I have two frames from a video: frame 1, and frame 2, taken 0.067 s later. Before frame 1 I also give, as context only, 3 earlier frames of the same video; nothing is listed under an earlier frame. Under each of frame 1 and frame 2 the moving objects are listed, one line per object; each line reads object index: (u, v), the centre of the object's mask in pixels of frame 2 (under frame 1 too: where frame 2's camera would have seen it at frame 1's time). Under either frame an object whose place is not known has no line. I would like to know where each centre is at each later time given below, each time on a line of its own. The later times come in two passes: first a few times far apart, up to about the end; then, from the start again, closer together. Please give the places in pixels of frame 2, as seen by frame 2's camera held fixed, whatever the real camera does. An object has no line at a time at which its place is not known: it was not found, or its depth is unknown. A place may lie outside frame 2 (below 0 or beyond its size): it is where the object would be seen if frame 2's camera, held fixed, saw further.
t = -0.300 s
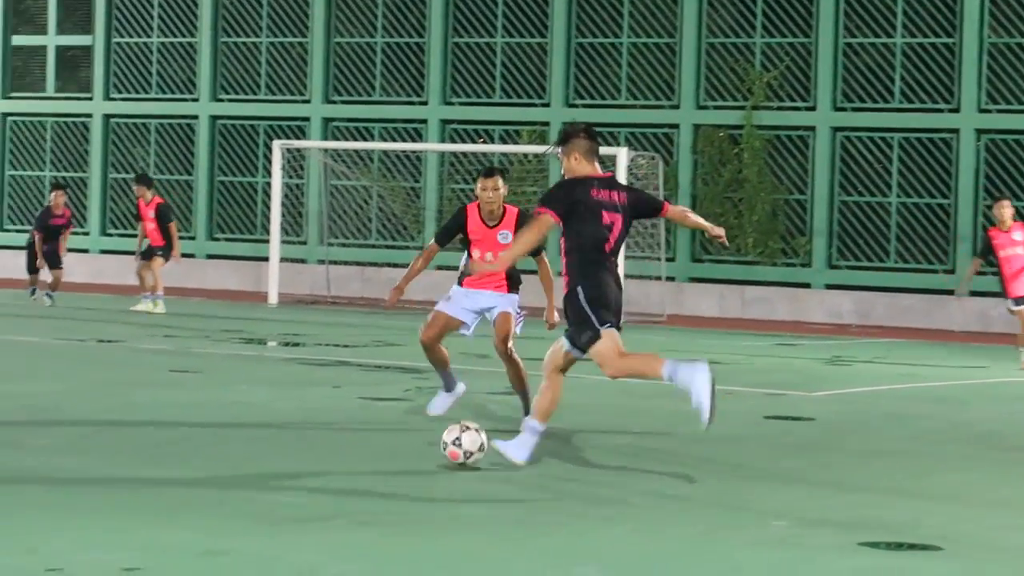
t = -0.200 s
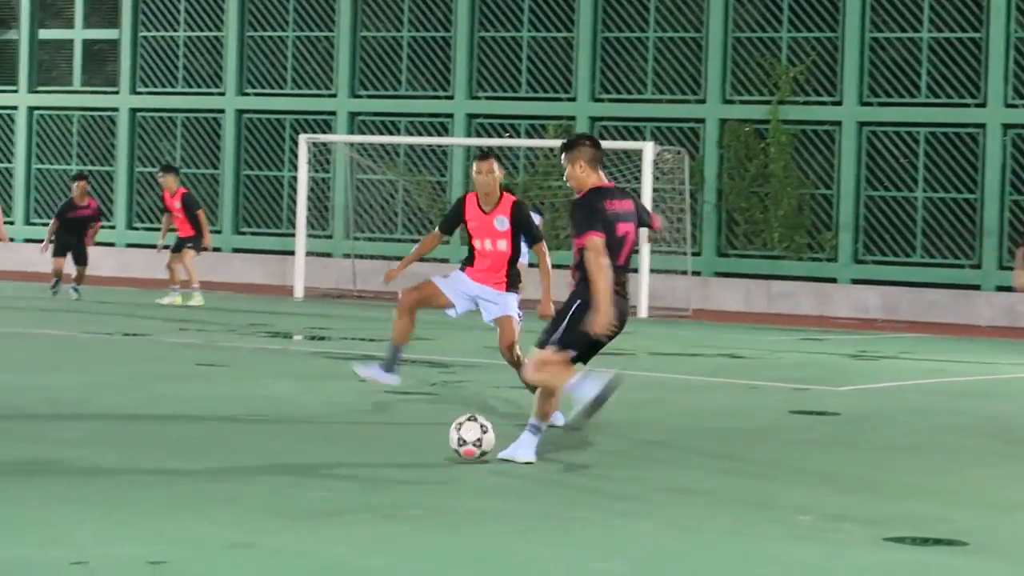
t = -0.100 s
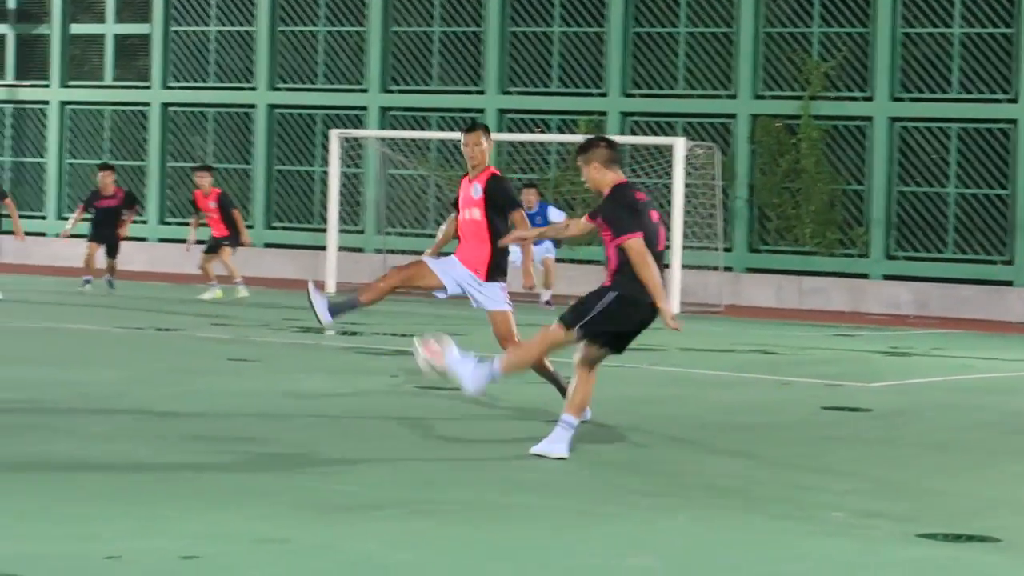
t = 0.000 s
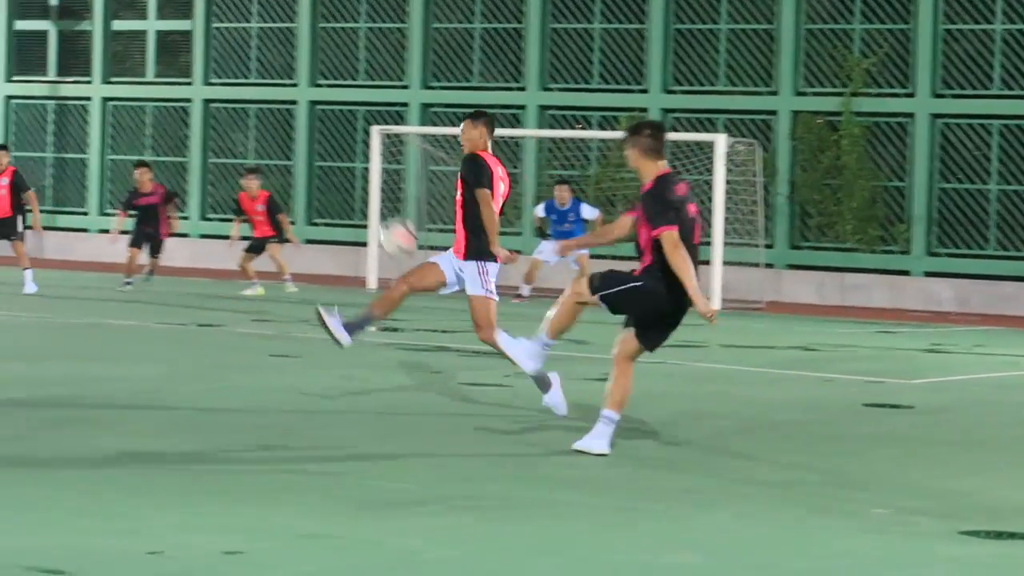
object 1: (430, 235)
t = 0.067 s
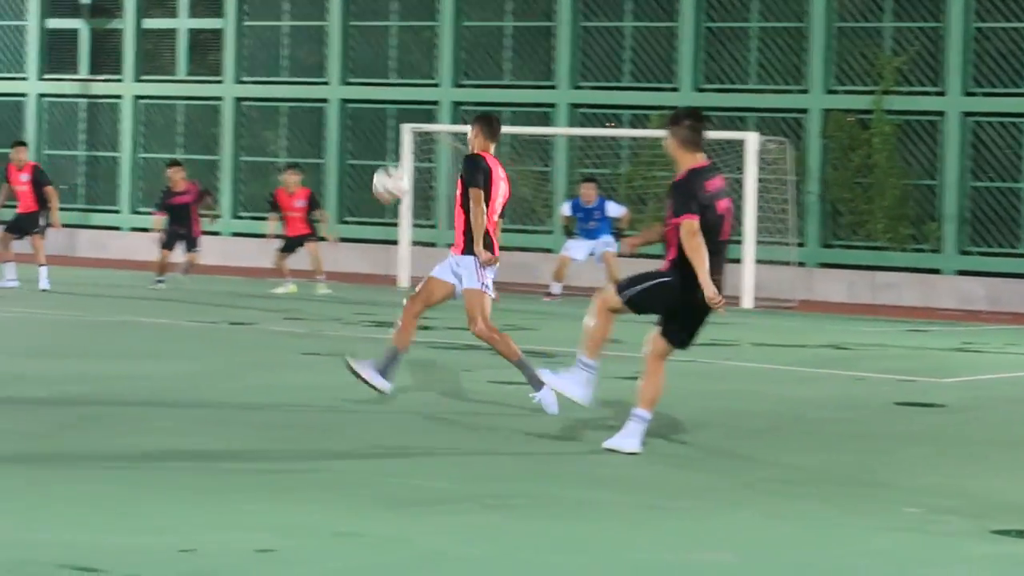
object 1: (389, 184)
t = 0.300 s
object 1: (313, 92)
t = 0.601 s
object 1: (284, 107)
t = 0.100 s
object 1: (374, 163)
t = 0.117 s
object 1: (366, 153)
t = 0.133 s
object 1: (360, 144)
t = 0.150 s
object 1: (354, 136)
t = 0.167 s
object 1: (348, 128)
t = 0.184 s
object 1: (342, 121)
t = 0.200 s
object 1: (337, 116)
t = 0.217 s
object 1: (332, 111)
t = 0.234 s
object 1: (327, 106)
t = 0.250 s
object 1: (323, 102)
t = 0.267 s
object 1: (319, 98)
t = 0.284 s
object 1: (316, 95)
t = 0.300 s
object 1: (313, 92)
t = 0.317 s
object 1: (310, 90)
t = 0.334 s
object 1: (306, 88)
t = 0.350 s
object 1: (304, 86)
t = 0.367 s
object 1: (301, 85)
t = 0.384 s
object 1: (299, 84)
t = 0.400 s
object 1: (297, 84)
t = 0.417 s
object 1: (295, 85)
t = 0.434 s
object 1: (293, 85)
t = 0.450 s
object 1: (292, 86)
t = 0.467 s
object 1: (290, 87)
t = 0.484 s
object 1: (288, 88)
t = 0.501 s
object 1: (288, 90)
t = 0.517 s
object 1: (287, 91)
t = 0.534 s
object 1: (286, 95)
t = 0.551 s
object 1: (285, 98)
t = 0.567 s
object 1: (284, 101)
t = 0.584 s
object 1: (284, 104)
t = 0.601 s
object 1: (284, 107)
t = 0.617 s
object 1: (283, 111)
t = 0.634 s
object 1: (283, 115)
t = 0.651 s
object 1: (283, 119)
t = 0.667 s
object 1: (283, 124)
